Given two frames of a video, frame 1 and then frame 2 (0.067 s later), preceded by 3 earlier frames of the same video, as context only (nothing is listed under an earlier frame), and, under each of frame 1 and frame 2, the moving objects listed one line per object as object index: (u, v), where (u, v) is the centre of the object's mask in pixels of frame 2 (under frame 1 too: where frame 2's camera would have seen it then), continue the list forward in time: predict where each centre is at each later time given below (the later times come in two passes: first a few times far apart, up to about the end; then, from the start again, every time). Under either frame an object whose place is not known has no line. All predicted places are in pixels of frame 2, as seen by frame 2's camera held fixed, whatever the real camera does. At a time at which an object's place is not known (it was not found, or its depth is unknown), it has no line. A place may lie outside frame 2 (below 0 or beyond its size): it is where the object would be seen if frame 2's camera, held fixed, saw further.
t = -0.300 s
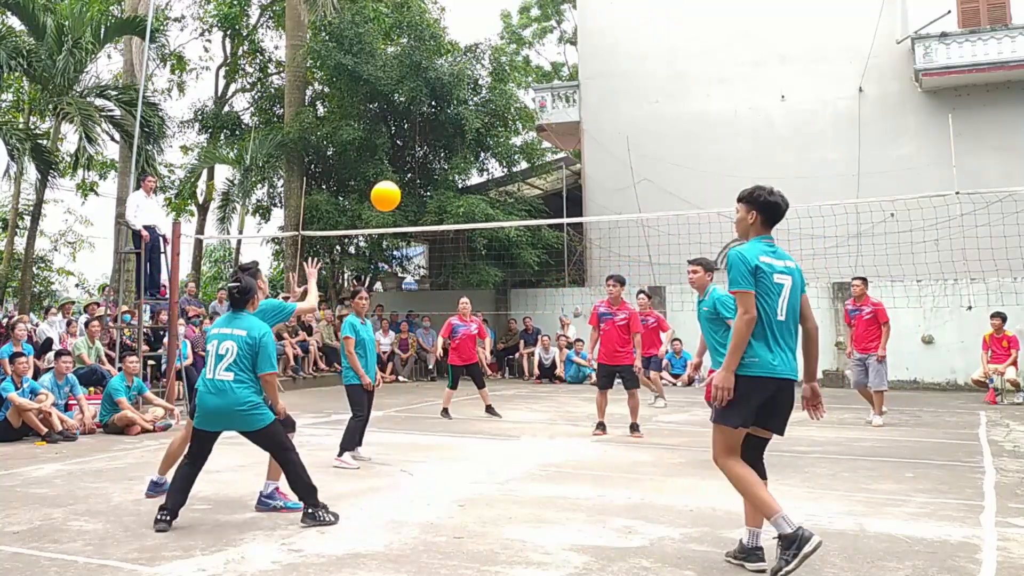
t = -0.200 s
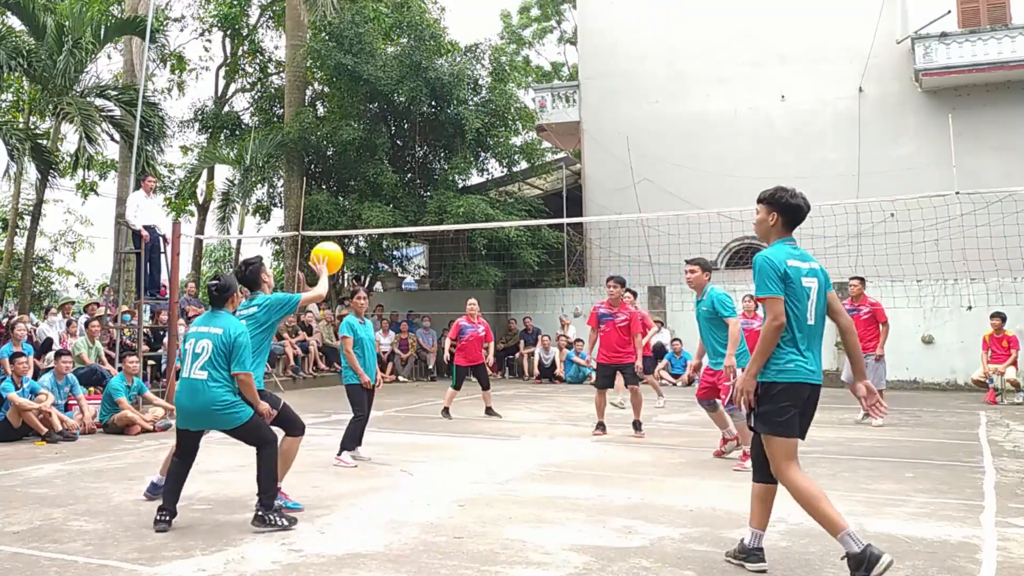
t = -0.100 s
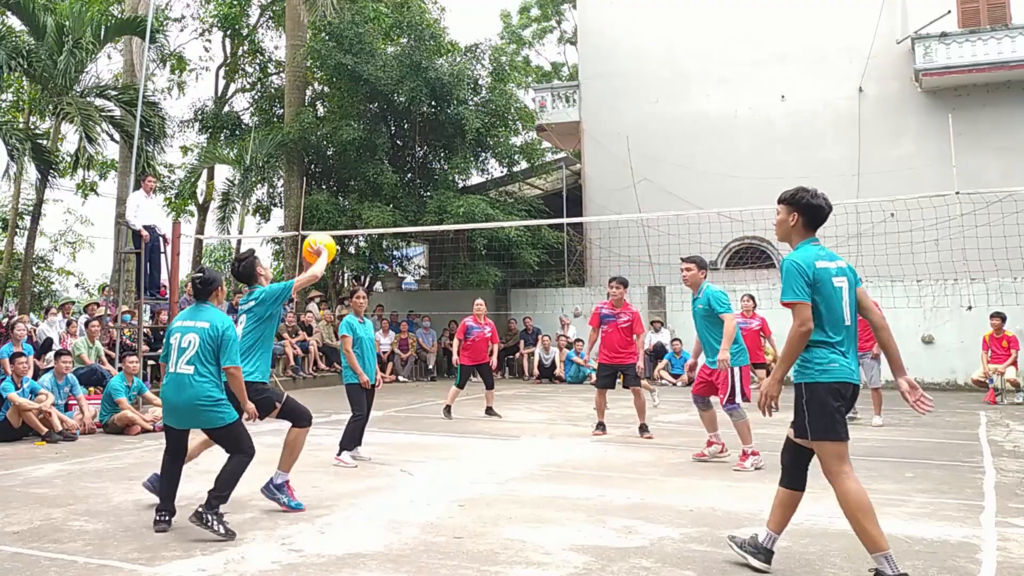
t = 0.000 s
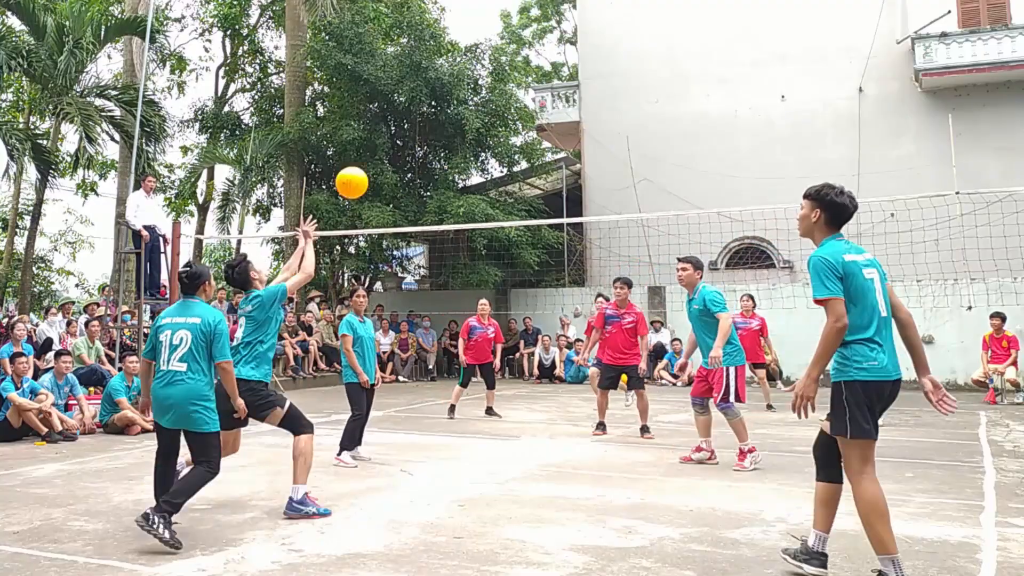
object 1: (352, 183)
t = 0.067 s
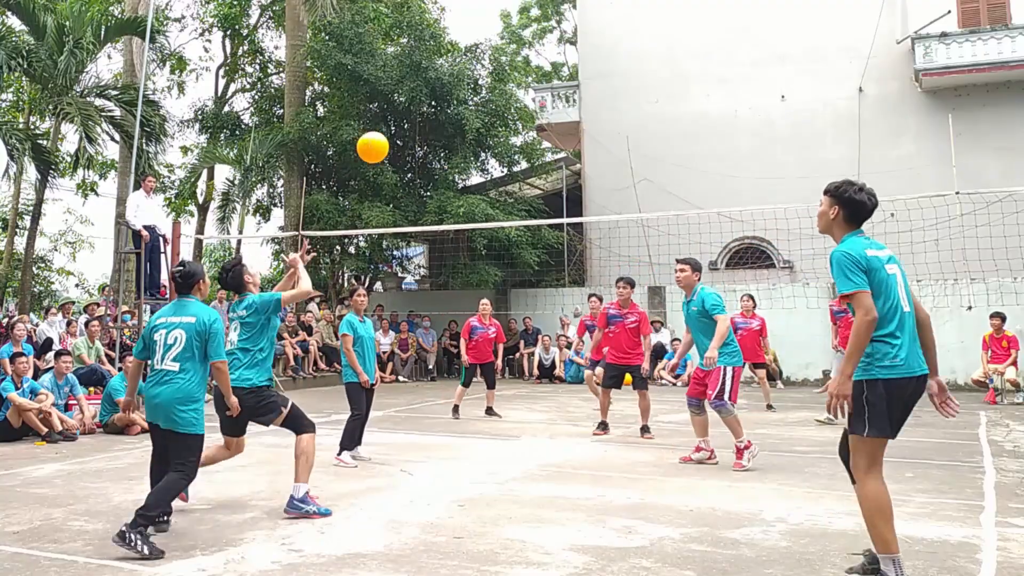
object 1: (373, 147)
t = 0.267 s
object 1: (431, 83)
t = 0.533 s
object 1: (502, 83)
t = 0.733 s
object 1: (552, 137)
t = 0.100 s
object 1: (383, 132)
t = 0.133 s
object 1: (393, 119)
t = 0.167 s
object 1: (403, 108)
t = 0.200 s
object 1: (412, 98)
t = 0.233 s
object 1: (422, 90)
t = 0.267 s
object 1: (431, 83)
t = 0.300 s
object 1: (440, 79)
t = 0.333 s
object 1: (449, 75)
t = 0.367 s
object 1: (458, 73)
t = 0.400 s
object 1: (467, 72)
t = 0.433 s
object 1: (476, 73)
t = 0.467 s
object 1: (485, 75)
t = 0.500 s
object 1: (493, 78)
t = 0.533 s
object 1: (502, 83)
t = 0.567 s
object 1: (510, 89)
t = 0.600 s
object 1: (519, 96)
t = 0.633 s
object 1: (527, 104)
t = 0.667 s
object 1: (535, 114)
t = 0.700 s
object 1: (544, 124)
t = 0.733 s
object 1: (552, 137)
